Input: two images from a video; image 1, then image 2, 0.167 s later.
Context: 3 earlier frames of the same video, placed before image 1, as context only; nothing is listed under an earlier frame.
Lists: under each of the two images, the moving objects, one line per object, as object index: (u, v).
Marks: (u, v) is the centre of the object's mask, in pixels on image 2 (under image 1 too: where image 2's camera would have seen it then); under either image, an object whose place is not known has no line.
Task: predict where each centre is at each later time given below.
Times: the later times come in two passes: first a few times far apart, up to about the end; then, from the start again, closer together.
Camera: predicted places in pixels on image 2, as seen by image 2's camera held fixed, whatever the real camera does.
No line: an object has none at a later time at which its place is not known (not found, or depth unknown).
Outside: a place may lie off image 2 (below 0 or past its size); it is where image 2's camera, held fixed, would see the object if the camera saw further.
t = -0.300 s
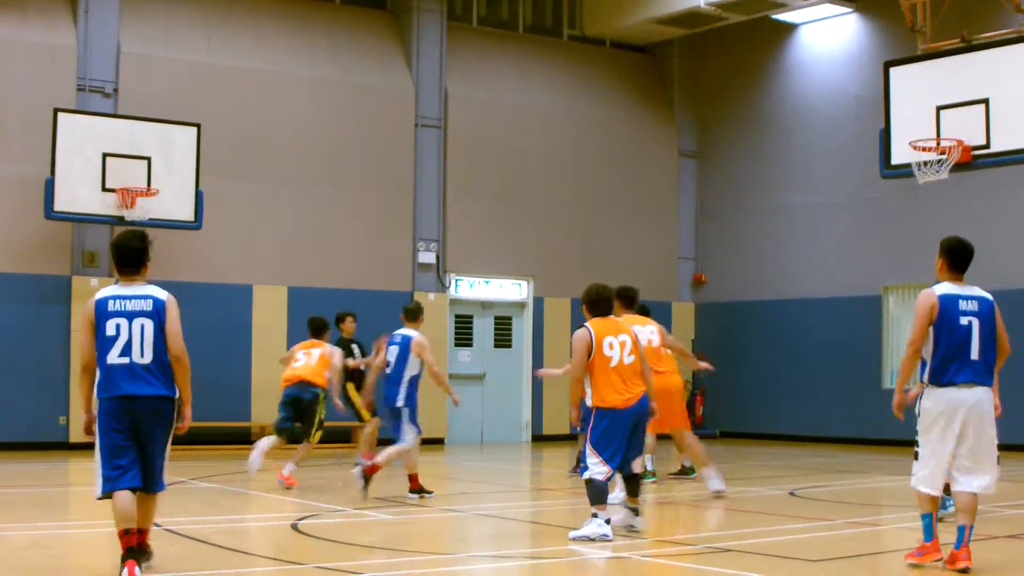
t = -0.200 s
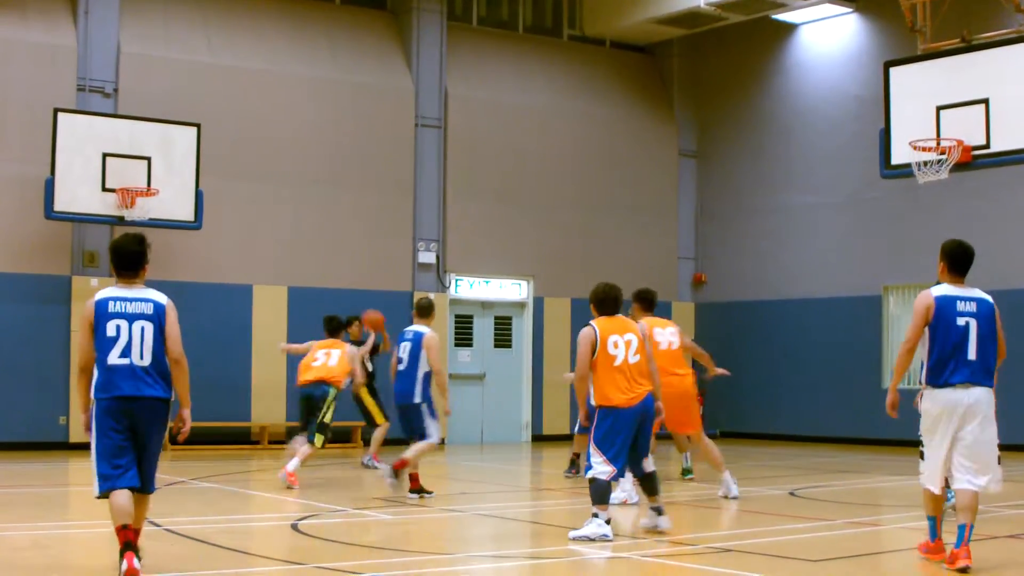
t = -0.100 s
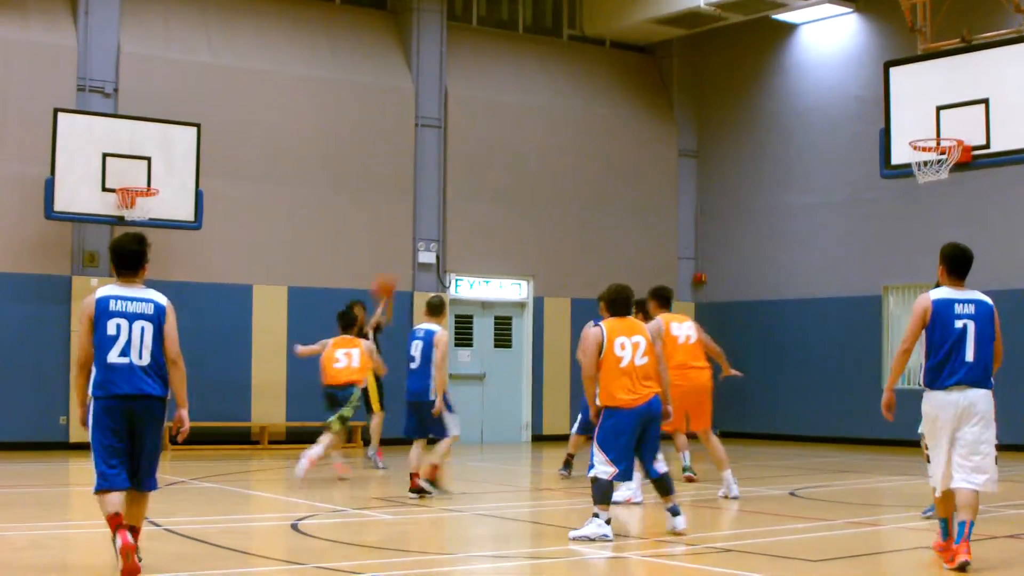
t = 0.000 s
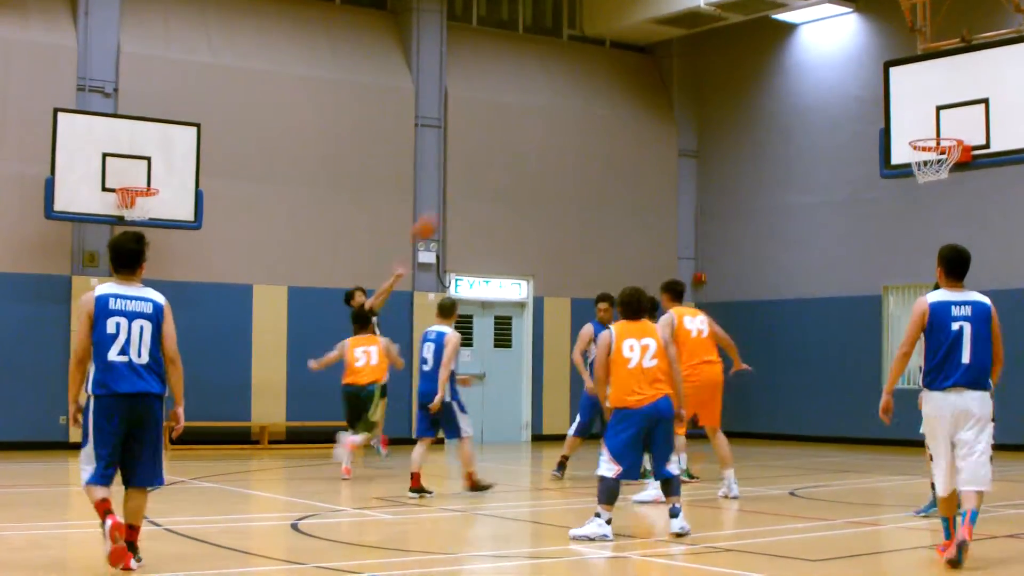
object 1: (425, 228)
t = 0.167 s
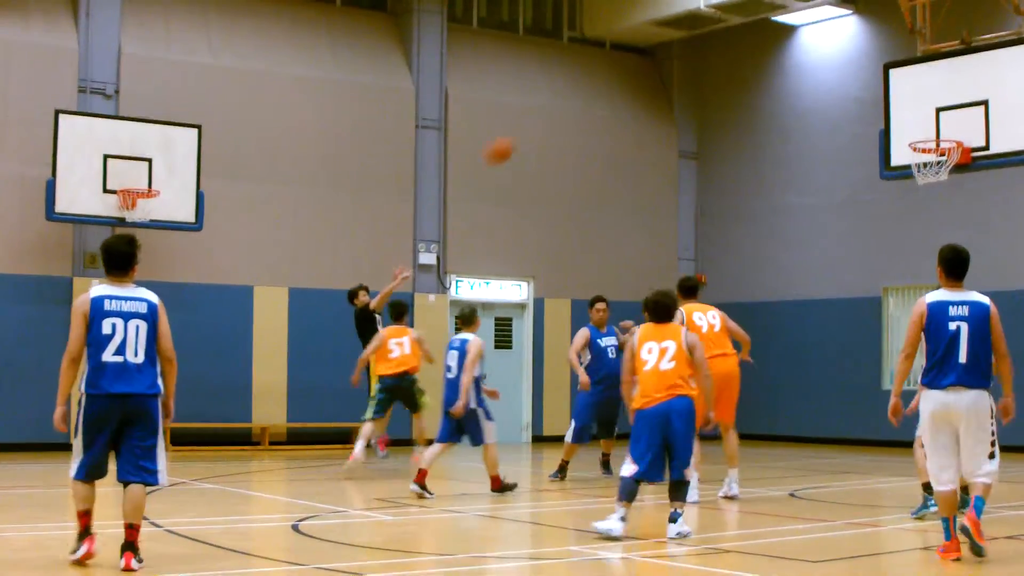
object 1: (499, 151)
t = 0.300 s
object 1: (563, 101)
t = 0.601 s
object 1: (712, 52)
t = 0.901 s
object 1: (873, 97)
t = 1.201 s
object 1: (937, 124)
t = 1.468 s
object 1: (859, 127)
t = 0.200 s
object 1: (517, 136)
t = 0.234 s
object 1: (530, 124)
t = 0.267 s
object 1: (547, 112)
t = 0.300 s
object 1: (563, 101)
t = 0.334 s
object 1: (580, 91)
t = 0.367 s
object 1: (596, 82)
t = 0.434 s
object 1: (629, 69)
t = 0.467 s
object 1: (646, 64)
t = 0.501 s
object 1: (661, 60)
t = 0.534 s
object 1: (677, 56)
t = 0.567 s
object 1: (694, 53)
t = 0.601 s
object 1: (712, 52)
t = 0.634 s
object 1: (728, 51)
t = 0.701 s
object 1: (761, 53)
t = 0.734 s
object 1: (777, 58)
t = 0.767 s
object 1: (798, 64)
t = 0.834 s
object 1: (835, 77)
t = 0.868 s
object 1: (854, 86)
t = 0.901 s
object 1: (873, 97)
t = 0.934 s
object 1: (889, 105)
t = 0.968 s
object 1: (908, 118)
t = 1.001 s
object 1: (930, 132)
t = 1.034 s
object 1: (942, 134)
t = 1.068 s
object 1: (949, 136)
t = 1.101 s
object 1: (950, 134)
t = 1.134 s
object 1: (947, 129)
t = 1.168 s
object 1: (944, 127)
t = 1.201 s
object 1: (937, 124)
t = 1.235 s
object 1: (926, 119)
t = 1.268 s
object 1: (916, 118)
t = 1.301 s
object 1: (906, 116)
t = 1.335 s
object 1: (896, 116)
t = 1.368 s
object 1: (887, 116)
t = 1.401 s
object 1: (878, 118)
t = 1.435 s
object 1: (869, 122)
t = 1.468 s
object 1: (859, 127)
